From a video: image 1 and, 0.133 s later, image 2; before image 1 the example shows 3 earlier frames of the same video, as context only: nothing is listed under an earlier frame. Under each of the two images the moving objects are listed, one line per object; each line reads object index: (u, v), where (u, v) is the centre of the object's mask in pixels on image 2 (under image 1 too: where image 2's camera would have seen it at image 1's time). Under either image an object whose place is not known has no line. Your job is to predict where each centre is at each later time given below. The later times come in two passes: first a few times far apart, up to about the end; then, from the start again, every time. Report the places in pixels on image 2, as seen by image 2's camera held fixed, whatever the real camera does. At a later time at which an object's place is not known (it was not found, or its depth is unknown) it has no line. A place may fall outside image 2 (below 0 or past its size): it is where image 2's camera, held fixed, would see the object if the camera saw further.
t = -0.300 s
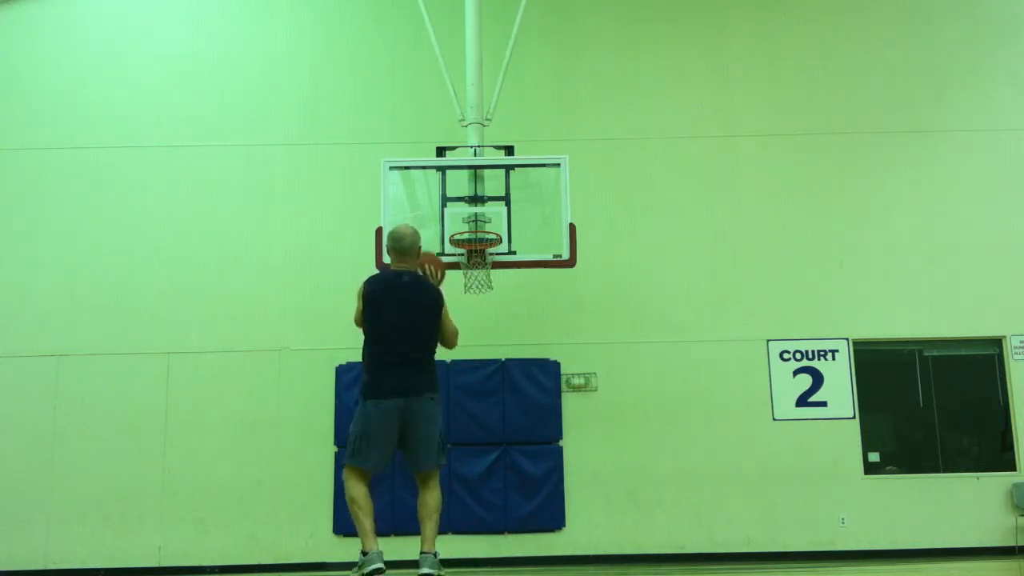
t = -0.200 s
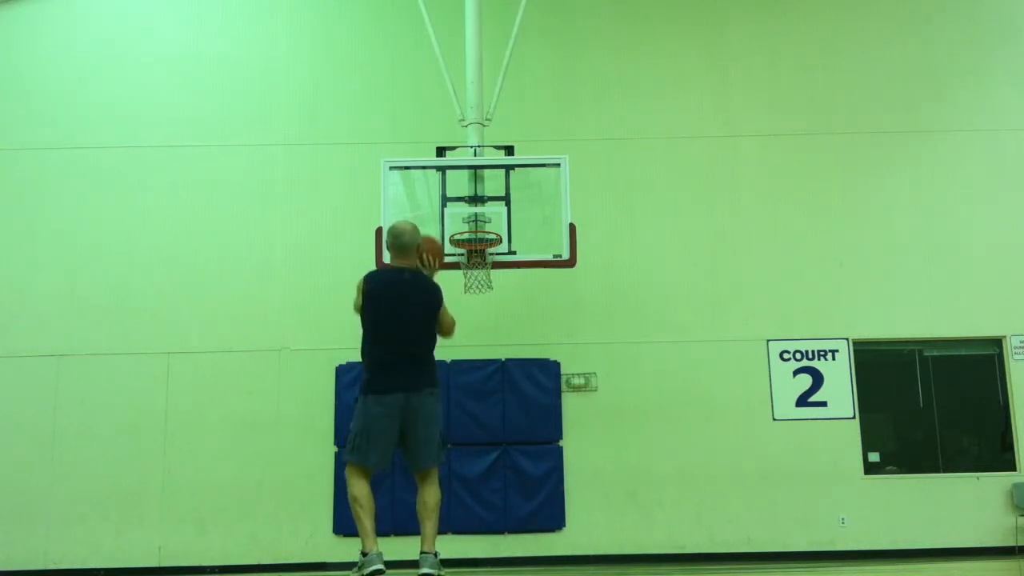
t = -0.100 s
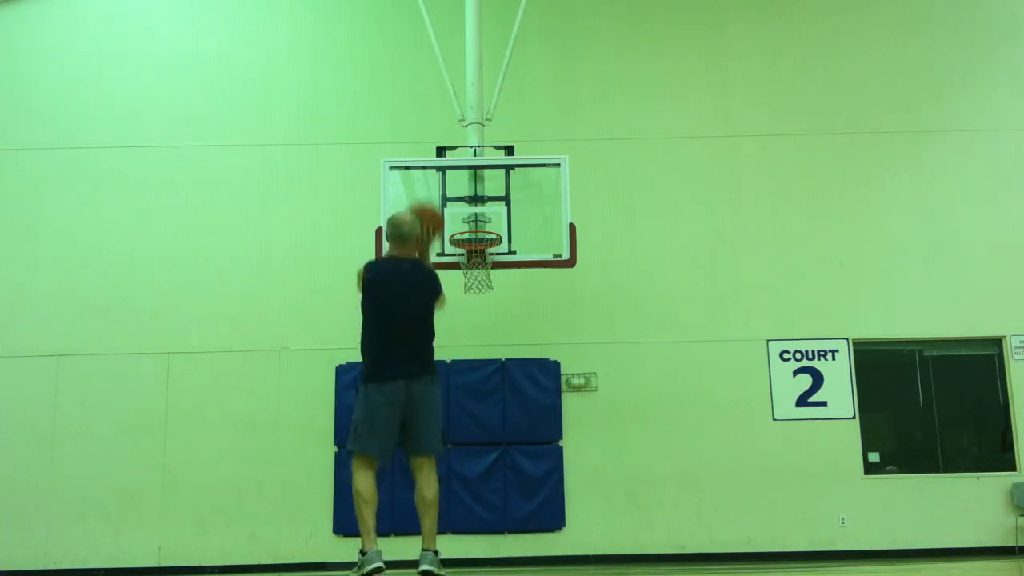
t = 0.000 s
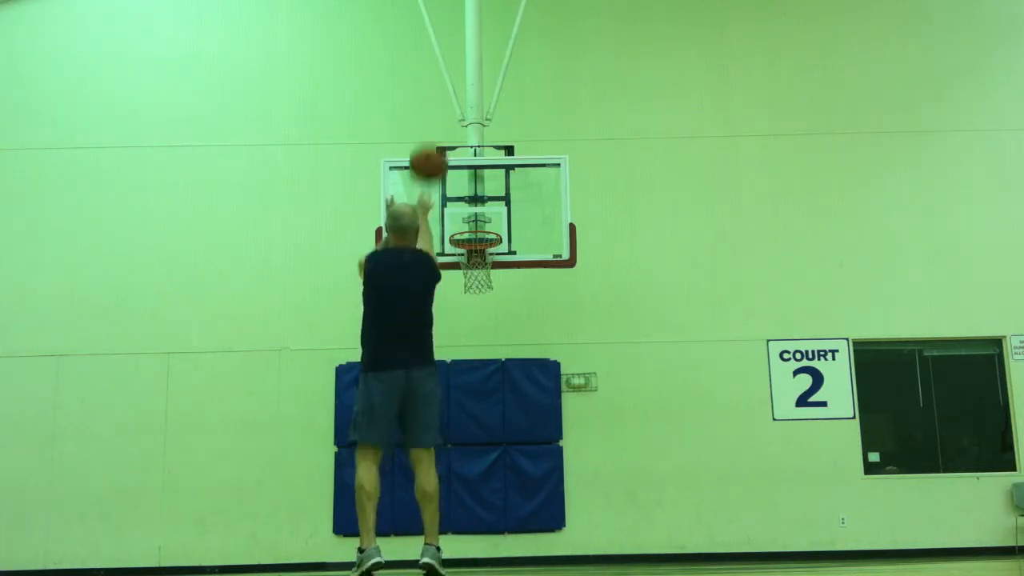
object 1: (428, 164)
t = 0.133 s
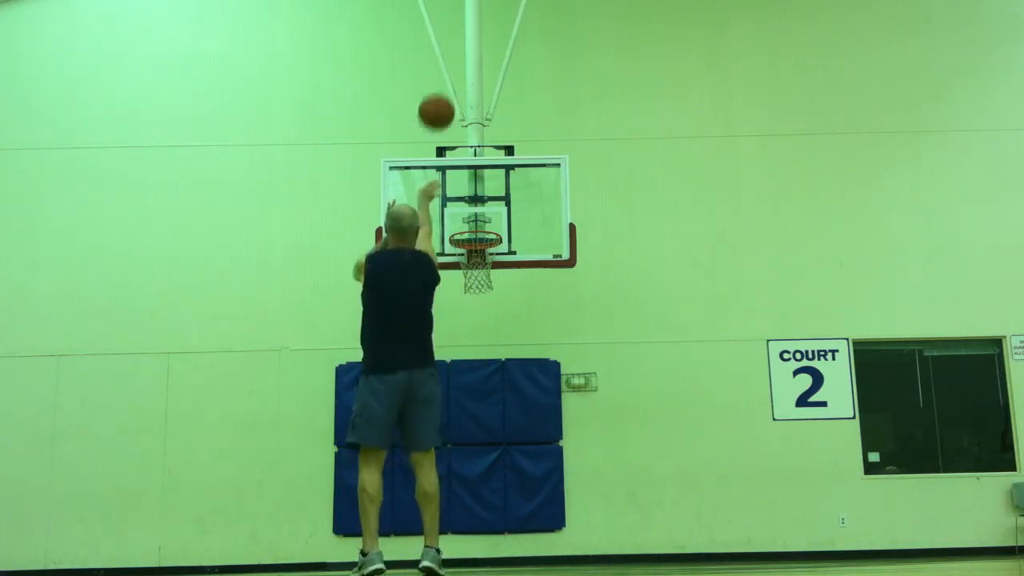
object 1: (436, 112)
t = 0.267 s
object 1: (443, 90)
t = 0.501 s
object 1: (453, 105)
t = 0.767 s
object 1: (464, 185)
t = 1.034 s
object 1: (495, 265)
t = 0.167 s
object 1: (438, 103)
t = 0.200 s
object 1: (440, 97)
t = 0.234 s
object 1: (441, 93)
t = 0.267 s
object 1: (443, 90)
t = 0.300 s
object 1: (445, 88)
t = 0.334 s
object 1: (446, 88)
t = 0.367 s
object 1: (448, 89)
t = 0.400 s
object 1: (449, 91)
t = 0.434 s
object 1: (450, 95)
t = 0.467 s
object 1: (452, 99)
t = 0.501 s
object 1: (453, 105)
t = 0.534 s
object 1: (455, 111)
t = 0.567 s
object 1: (456, 119)
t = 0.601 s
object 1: (458, 128)
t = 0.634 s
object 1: (459, 137)
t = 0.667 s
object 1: (460, 147)
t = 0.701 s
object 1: (462, 160)
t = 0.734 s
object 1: (463, 173)
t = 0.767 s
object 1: (464, 185)
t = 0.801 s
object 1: (465, 200)
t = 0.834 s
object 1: (467, 214)
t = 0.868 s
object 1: (468, 227)
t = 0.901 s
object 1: (469, 244)
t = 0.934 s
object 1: (476, 253)
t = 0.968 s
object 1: (486, 262)
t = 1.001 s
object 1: (491, 266)
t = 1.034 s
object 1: (495, 265)
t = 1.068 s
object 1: (496, 263)
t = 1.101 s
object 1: (496, 261)
